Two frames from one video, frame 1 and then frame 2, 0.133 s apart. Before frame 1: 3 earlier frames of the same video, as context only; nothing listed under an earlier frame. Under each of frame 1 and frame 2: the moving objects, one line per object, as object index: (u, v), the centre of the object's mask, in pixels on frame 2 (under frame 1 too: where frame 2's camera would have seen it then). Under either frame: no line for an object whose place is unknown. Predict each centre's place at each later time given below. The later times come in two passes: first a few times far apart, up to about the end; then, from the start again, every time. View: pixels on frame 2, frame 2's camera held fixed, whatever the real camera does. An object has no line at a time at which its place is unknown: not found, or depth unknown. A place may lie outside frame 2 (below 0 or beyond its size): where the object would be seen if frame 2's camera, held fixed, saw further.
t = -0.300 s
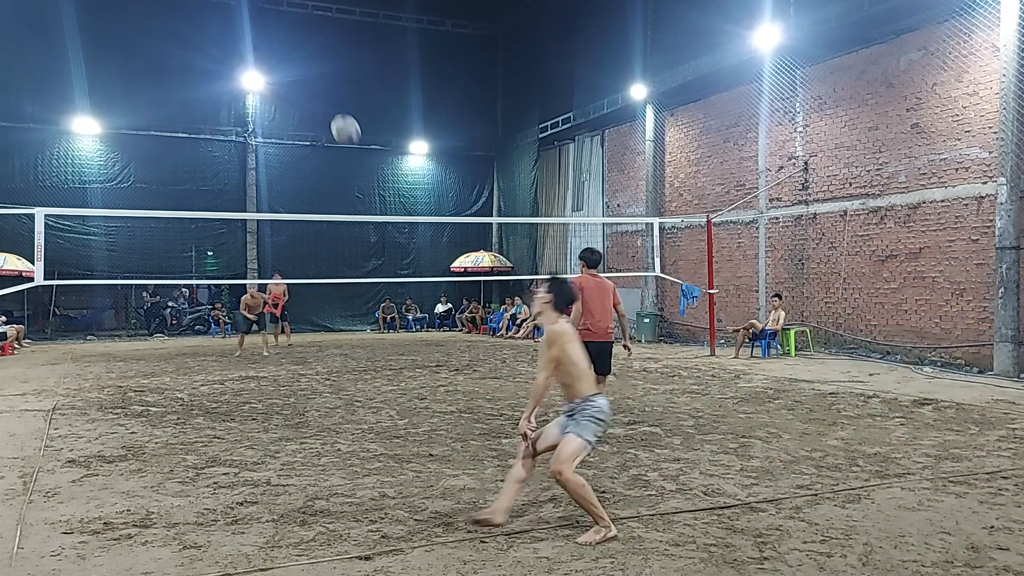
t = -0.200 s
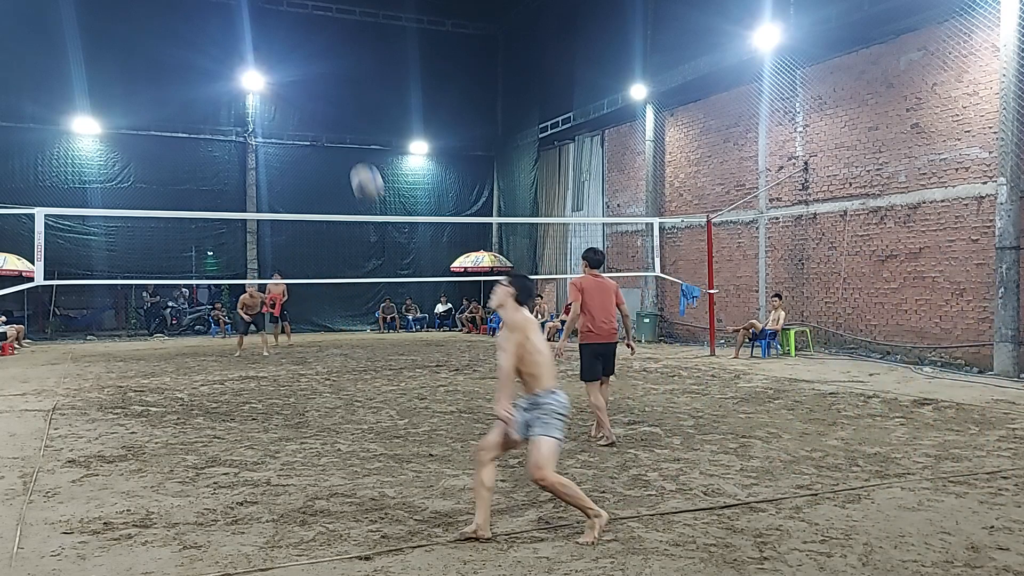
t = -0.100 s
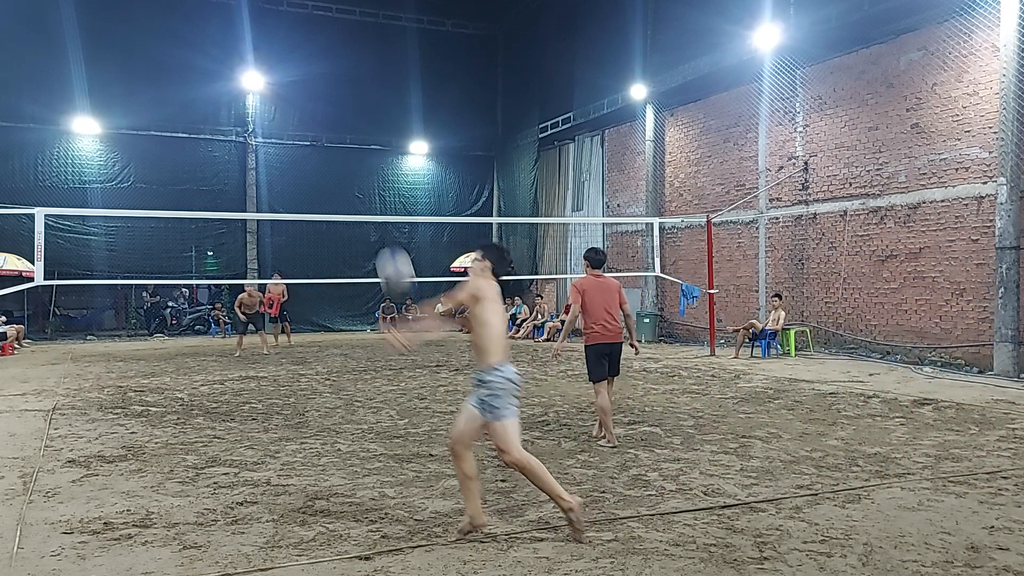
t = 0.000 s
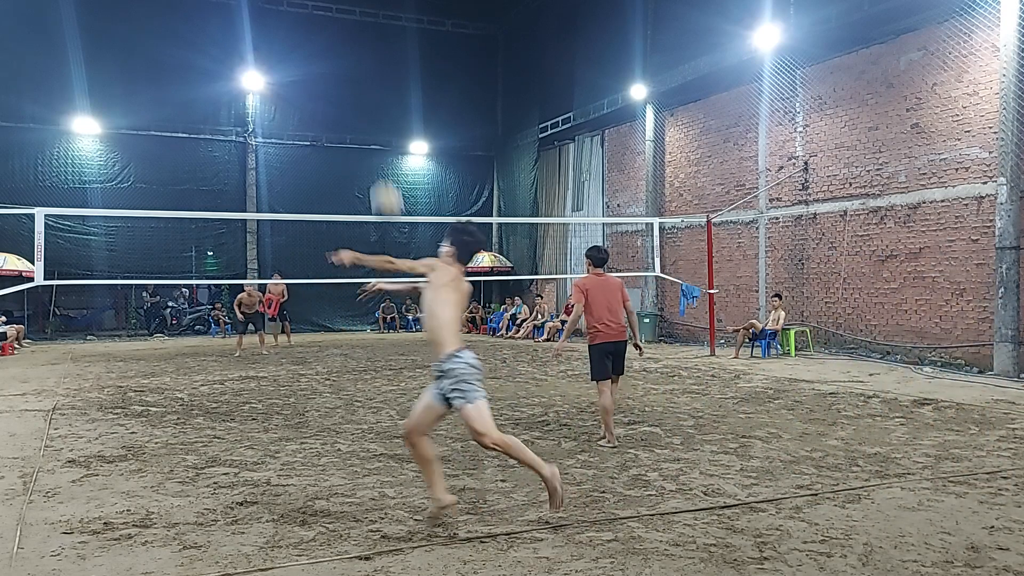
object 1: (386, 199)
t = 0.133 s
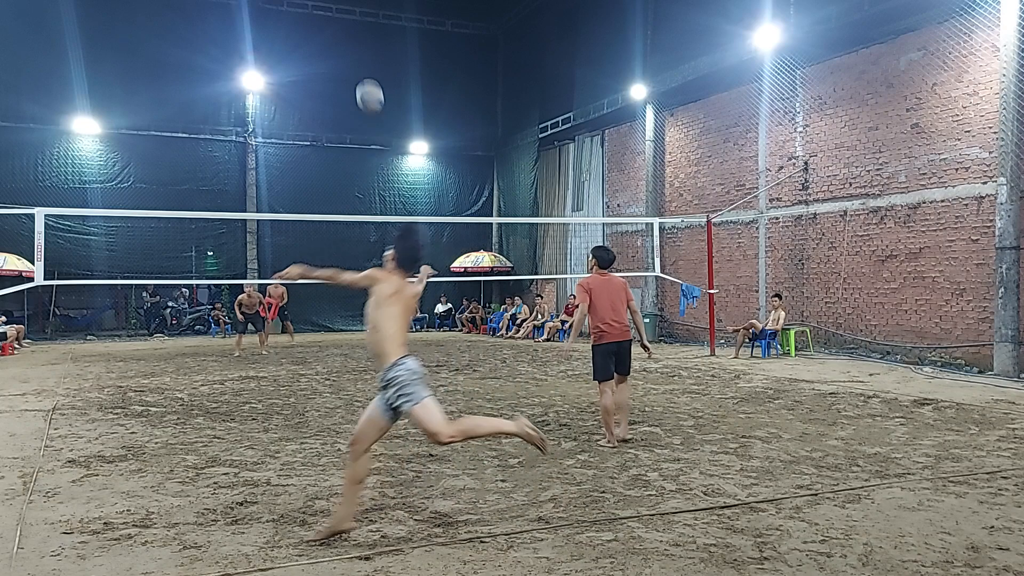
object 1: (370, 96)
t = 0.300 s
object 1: (359, 34)
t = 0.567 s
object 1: (355, 19)
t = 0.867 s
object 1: (354, 62)
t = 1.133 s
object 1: (357, 126)
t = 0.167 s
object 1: (367, 79)
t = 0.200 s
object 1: (364, 64)
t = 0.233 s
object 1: (363, 52)
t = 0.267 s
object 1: (361, 42)
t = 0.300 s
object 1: (359, 34)
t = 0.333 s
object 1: (358, 28)
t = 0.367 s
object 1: (358, 23)
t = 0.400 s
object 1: (357, 20)
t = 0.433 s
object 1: (356, 18)
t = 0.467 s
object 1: (356, 16)
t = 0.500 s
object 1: (355, 16)
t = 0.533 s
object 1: (355, 17)
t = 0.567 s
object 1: (355, 19)
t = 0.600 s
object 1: (354, 21)
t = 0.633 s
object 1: (354, 24)
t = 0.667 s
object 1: (354, 28)
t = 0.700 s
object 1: (354, 32)
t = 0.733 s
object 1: (354, 37)
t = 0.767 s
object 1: (354, 43)
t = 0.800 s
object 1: (354, 49)
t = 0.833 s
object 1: (355, 55)
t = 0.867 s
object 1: (354, 62)
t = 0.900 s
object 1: (355, 69)
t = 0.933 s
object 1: (355, 77)
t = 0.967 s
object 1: (355, 84)
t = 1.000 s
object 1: (356, 93)
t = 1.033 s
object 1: (356, 100)
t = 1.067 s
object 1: (356, 108)
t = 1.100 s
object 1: (357, 117)
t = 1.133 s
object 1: (357, 126)
